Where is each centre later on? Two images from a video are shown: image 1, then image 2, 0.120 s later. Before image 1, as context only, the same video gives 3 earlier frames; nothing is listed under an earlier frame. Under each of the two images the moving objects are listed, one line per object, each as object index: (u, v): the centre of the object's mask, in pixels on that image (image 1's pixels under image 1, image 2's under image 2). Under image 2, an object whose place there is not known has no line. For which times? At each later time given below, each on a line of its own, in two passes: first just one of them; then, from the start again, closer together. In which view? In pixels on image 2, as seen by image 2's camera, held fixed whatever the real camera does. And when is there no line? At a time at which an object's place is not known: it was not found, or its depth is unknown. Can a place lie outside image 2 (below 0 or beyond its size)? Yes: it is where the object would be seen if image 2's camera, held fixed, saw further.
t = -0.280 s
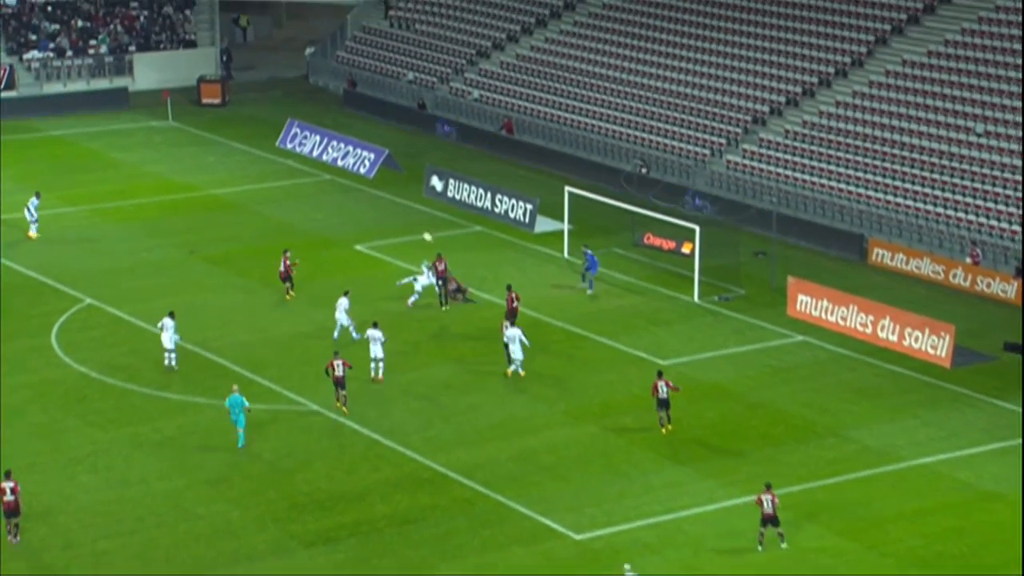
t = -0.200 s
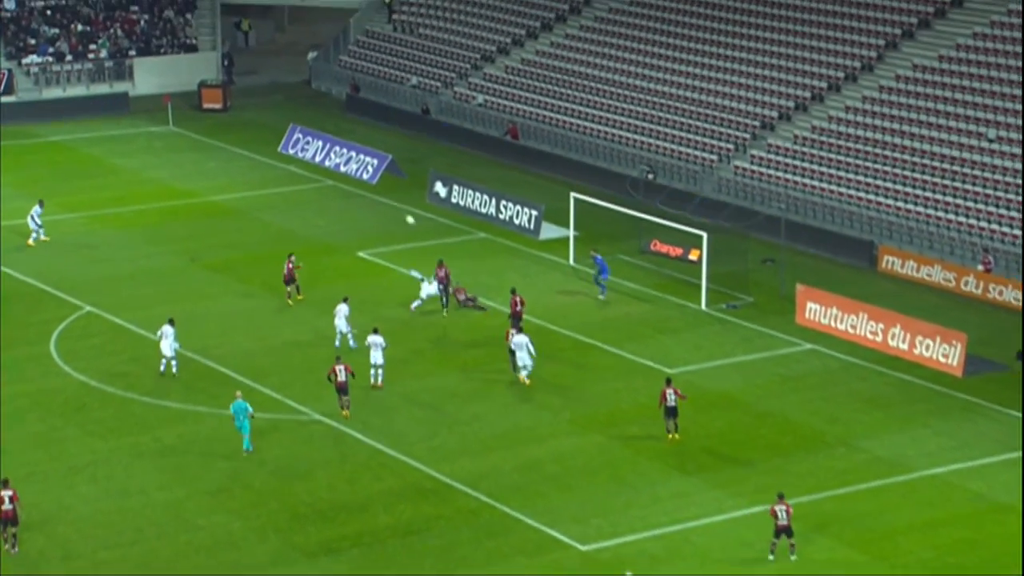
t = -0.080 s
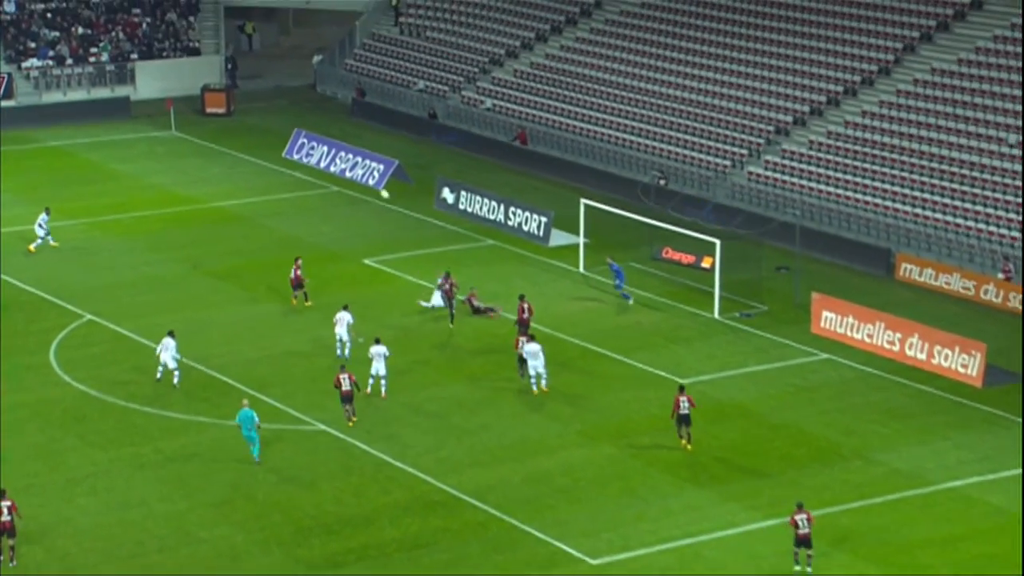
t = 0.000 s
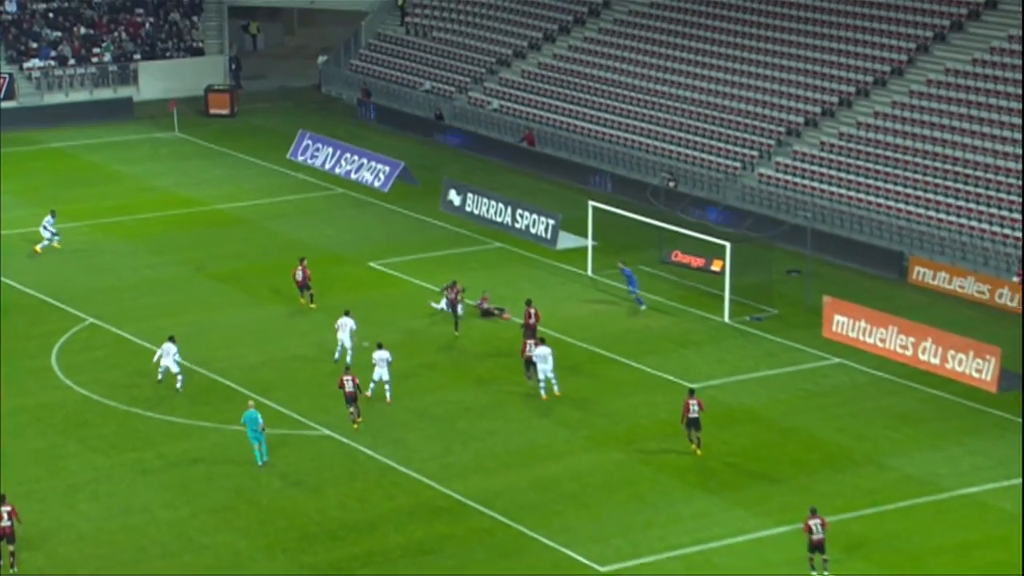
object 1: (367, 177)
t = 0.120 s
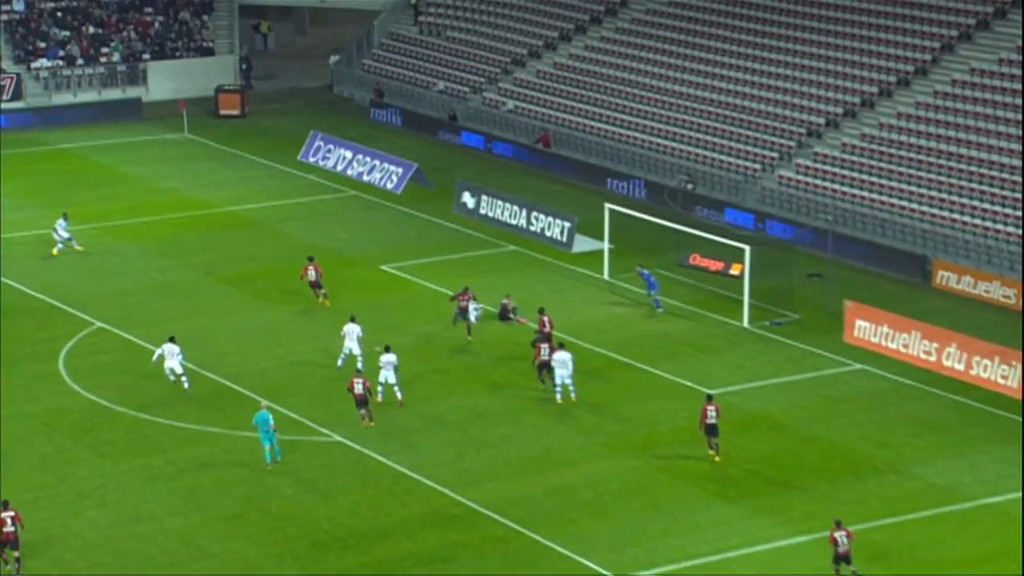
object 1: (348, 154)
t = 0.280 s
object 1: (301, 129)
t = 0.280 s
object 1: (301, 129)
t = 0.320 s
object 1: (289, 125)
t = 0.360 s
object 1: (277, 120)
